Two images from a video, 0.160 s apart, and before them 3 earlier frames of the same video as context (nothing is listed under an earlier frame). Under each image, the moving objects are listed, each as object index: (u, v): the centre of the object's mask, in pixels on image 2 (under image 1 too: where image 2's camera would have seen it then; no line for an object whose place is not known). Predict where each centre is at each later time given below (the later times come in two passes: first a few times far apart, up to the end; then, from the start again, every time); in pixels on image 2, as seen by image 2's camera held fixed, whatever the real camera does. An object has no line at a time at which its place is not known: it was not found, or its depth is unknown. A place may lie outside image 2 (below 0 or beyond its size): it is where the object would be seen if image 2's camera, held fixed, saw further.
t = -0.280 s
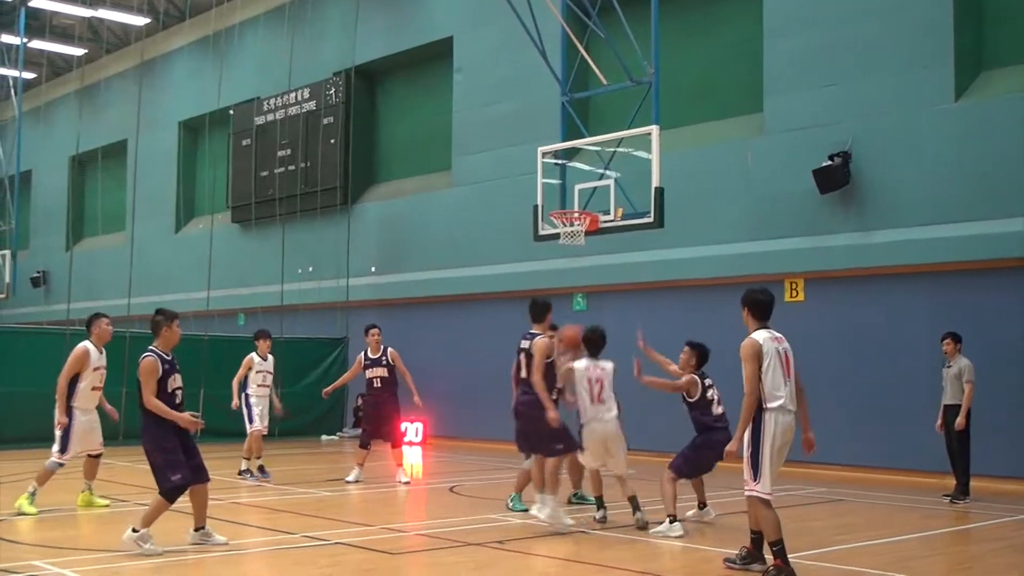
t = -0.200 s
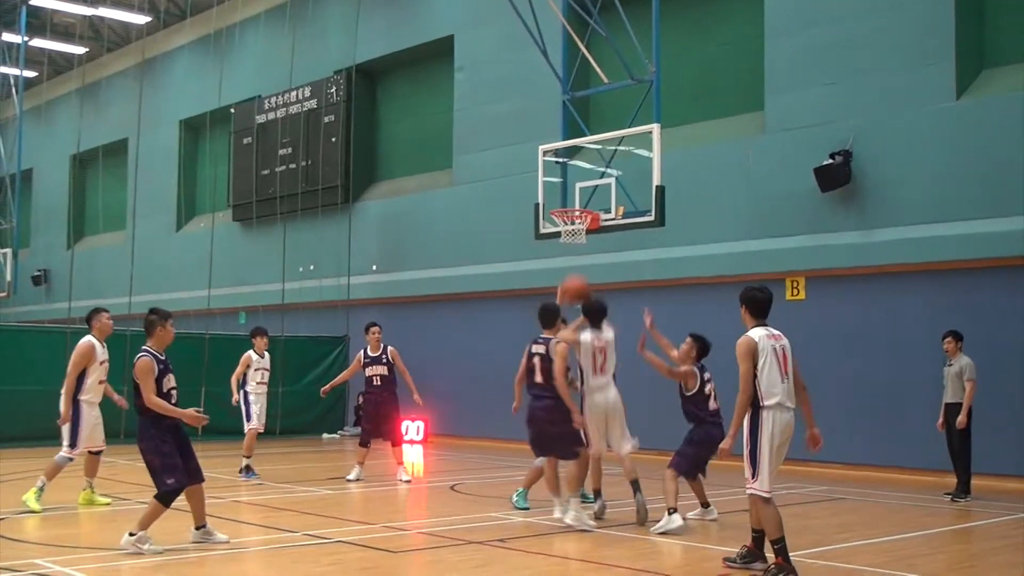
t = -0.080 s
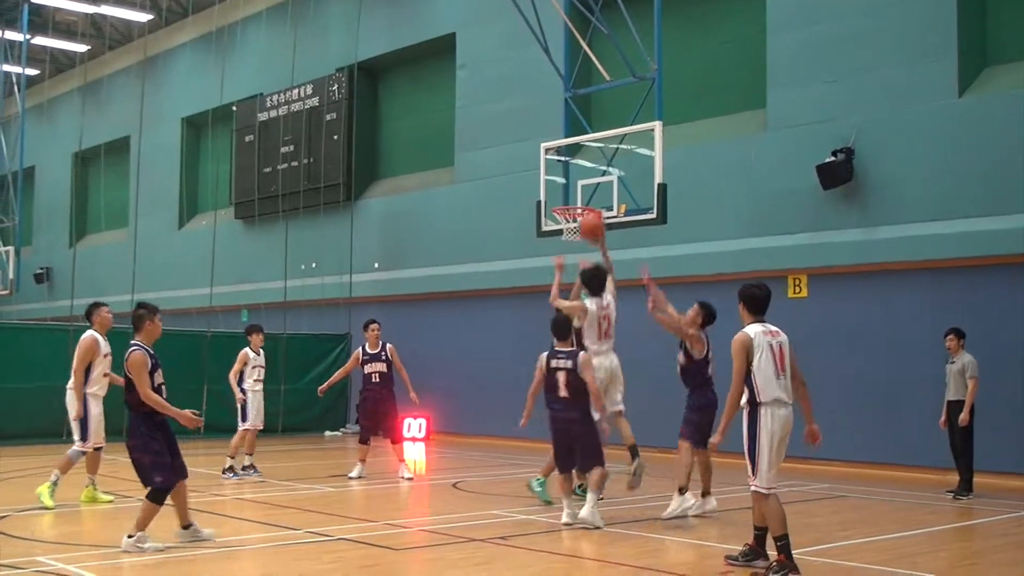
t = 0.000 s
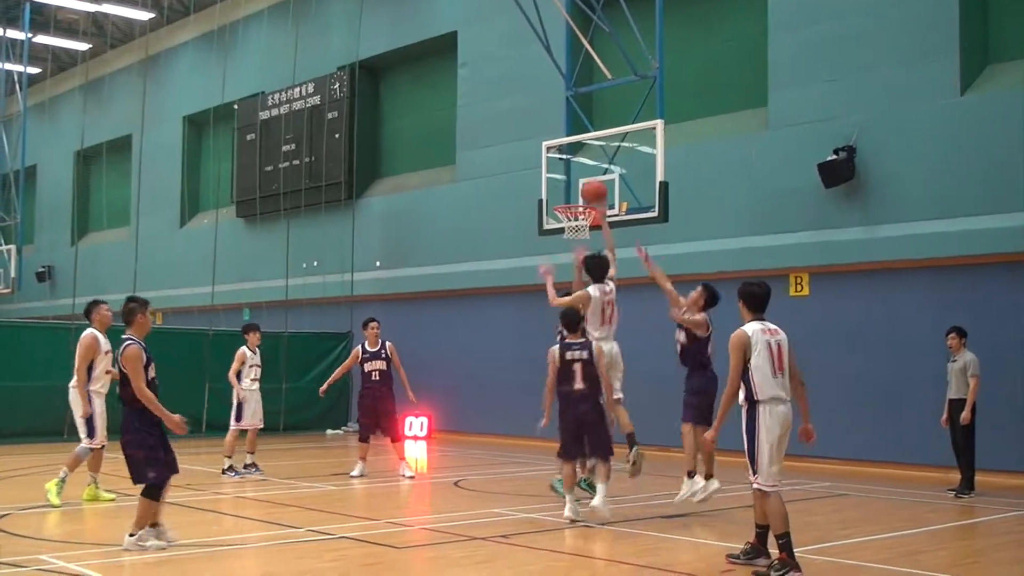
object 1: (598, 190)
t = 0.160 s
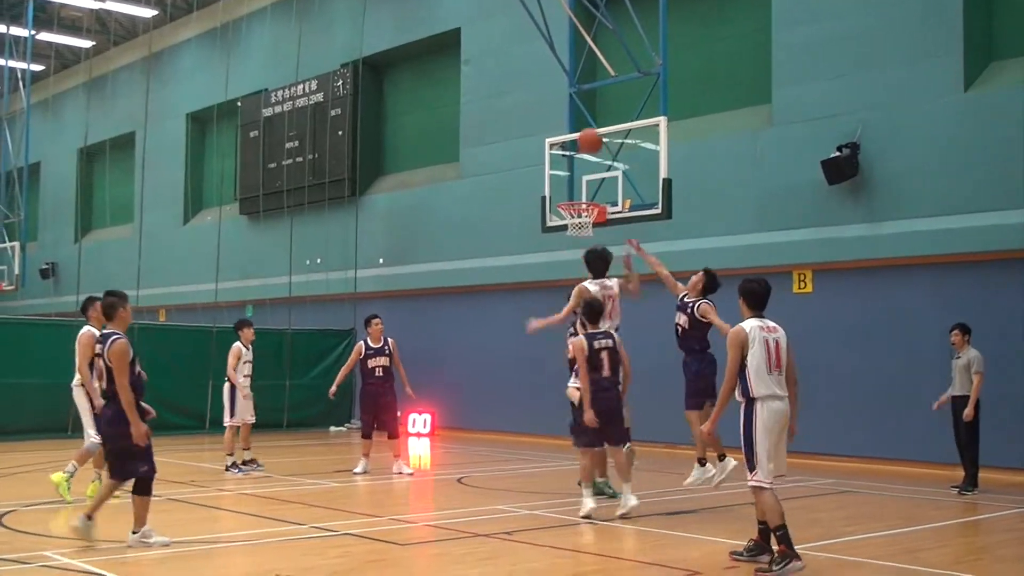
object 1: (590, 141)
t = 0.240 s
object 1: (587, 129)
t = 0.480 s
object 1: (577, 130)
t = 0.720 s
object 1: (569, 180)
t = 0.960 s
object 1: (575, 193)
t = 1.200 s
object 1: (557, 185)
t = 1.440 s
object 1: (535, 228)
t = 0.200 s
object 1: (588, 133)
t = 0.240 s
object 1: (587, 129)
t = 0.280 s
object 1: (584, 125)
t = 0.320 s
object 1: (583, 123)
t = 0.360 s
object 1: (582, 122)
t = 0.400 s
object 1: (581, 123)
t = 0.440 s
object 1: (579, 126)
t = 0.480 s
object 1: (577, 130)
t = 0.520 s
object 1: (576, 136)
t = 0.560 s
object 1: (575, 141)
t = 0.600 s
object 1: (573, 149)
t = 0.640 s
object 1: (572, 158)
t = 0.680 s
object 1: (571, 169)
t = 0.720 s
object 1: (569, 180)
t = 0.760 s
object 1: (568, 192)
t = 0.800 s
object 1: (569, 197)
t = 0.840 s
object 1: (583, 197)
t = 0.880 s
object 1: (586, 197)
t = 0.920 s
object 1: (580, 195)
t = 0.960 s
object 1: (575, 193)
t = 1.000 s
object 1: (572, 188)
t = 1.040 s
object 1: (569, 185)
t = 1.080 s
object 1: (567, 183)
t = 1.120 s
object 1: (563, 182)
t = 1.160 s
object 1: (561, 182)
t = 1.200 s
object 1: (557, 185)
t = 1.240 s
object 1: (553, 188)
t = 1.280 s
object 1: (550, 194)
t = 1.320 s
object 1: (547, 199)
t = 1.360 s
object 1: (544, 207)
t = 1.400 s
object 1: (540, 216)
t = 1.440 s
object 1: (535, 228)
